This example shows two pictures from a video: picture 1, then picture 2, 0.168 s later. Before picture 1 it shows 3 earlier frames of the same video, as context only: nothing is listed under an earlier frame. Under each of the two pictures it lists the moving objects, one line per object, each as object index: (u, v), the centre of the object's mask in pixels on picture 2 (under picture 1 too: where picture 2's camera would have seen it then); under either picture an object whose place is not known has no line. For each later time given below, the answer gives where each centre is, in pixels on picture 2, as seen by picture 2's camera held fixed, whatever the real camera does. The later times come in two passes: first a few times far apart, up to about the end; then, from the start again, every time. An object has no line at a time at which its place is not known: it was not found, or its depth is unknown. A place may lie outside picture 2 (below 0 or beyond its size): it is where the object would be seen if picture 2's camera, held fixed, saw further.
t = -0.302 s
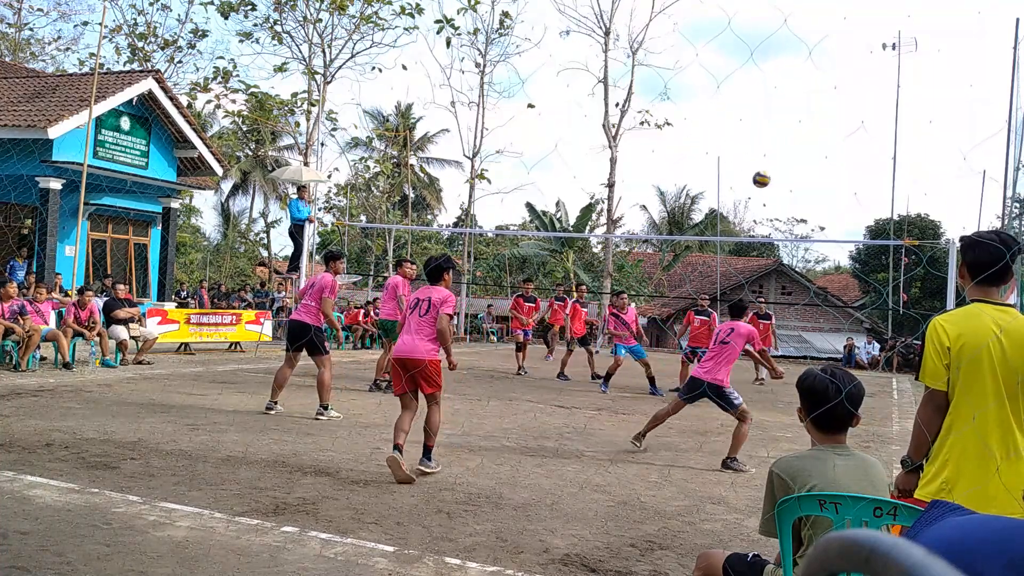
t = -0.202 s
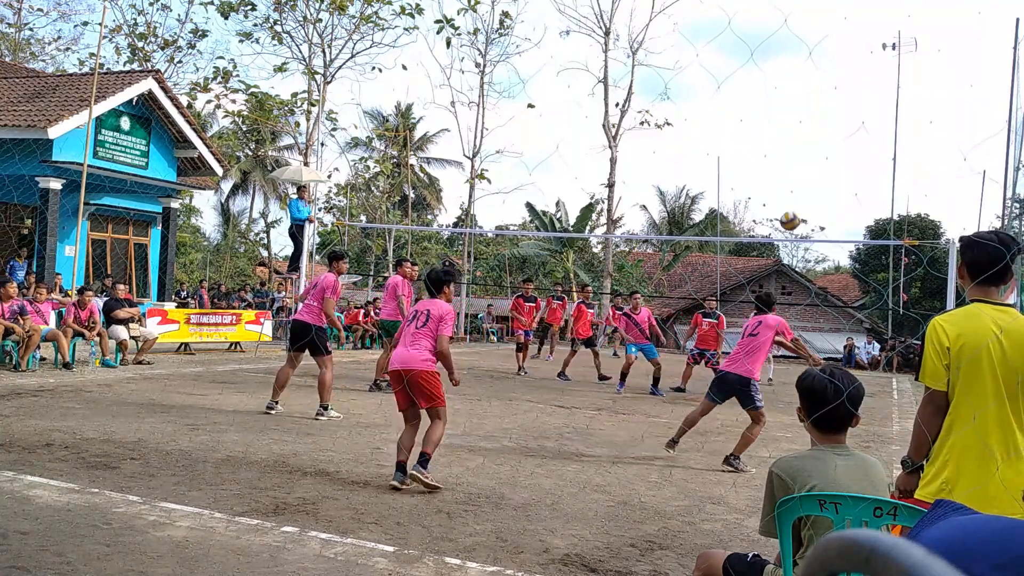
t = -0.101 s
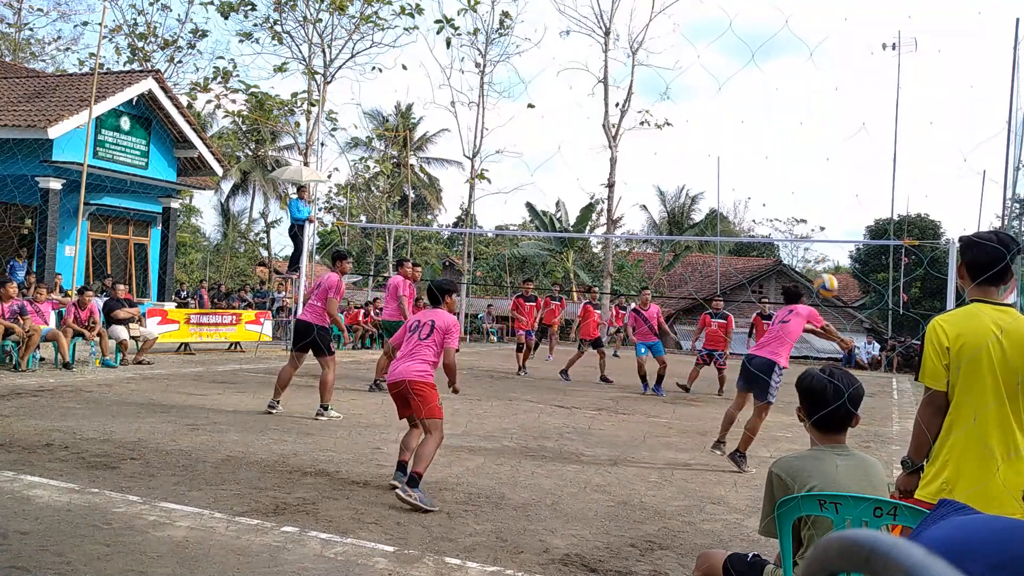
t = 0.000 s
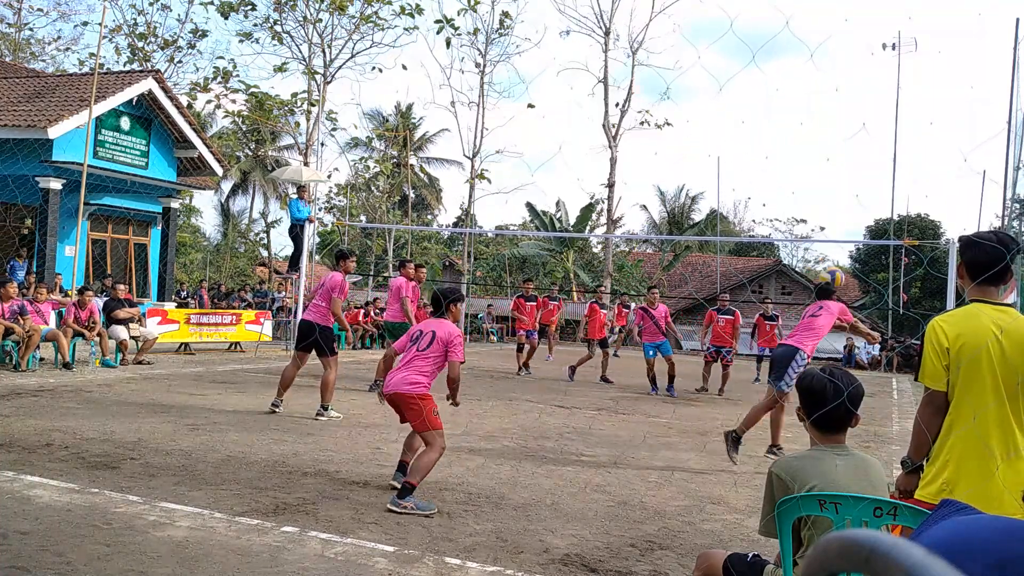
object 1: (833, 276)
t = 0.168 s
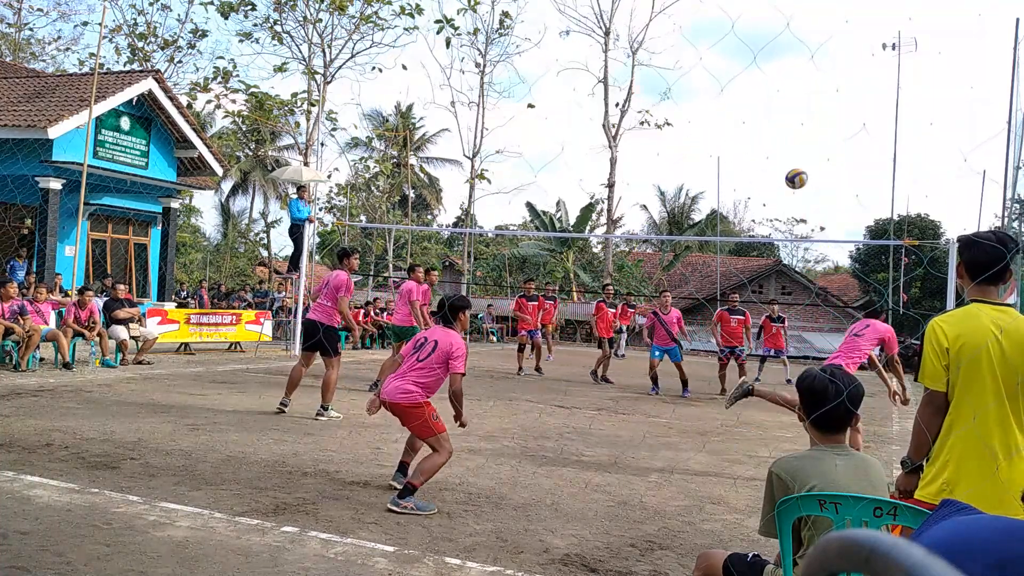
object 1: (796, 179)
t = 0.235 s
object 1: (783, 150)
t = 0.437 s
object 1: (744, 95)
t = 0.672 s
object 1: (703, 81)
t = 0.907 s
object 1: (664, 111)
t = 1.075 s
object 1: (638, 156)
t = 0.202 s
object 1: (789, 164)
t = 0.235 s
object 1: (783, 150)
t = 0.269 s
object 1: (776, 138)
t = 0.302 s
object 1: (769, 127)
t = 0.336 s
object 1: (763, 117)
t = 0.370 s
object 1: (757, 108)
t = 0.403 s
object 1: (751, 101)
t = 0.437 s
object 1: (744, 95)
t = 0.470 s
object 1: (738, 90)
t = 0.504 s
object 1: (732, 86)
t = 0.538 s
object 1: (726, 83)
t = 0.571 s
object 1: (720, 81)
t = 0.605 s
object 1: (714, 80)
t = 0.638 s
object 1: (709, 80)
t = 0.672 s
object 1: (703, 81)
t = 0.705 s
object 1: (697, 82)
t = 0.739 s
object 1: (692, 85)
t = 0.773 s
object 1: (686, 89)
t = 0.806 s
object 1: (680, 93)
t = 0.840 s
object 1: (675, 98)
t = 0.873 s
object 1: (670, 104)
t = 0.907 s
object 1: (664, 111)
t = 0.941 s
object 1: (659, 119)
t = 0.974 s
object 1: (654, 127)
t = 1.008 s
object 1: (648, 136)
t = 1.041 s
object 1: (643, 146)
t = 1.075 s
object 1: (638, 156)
